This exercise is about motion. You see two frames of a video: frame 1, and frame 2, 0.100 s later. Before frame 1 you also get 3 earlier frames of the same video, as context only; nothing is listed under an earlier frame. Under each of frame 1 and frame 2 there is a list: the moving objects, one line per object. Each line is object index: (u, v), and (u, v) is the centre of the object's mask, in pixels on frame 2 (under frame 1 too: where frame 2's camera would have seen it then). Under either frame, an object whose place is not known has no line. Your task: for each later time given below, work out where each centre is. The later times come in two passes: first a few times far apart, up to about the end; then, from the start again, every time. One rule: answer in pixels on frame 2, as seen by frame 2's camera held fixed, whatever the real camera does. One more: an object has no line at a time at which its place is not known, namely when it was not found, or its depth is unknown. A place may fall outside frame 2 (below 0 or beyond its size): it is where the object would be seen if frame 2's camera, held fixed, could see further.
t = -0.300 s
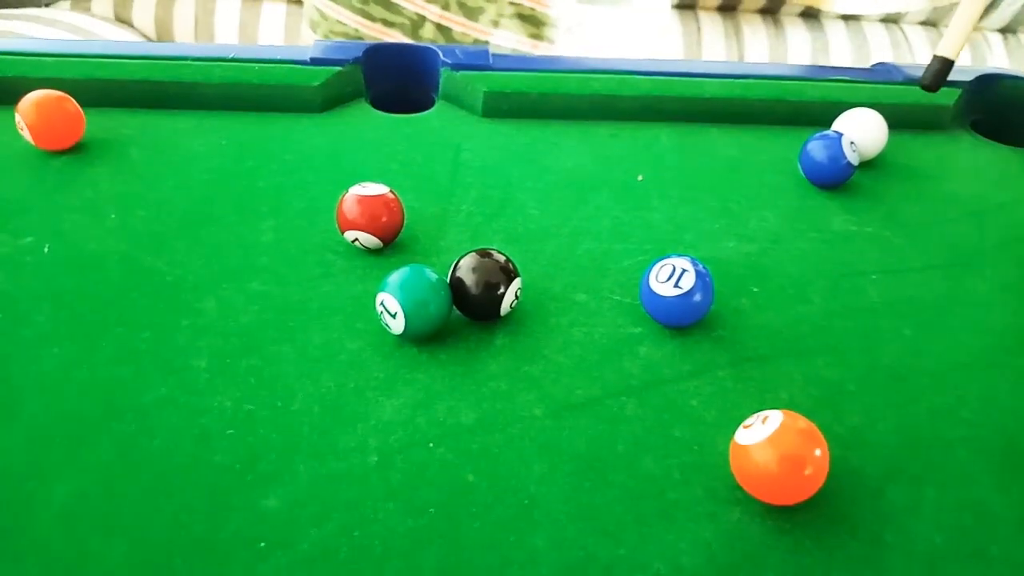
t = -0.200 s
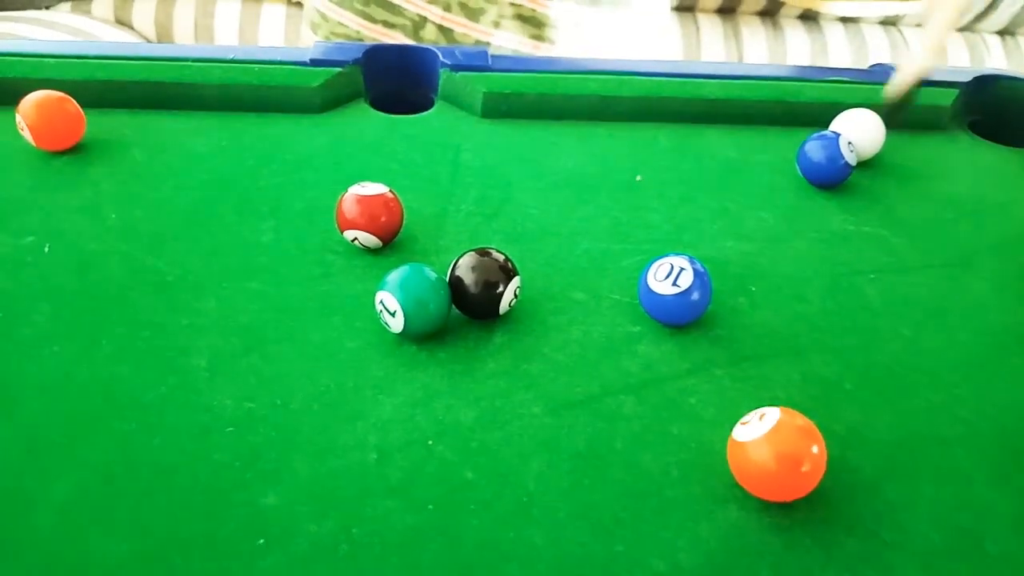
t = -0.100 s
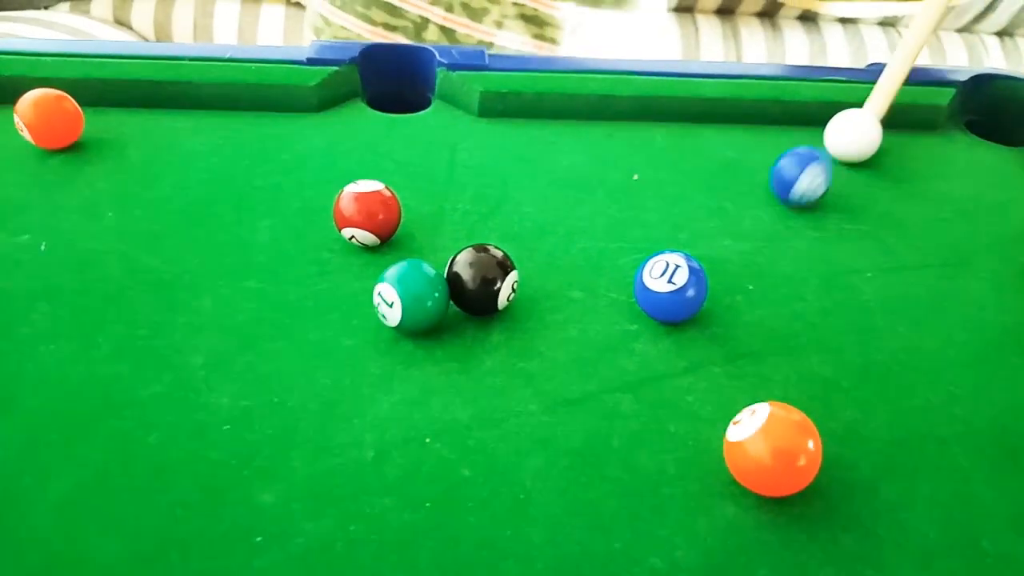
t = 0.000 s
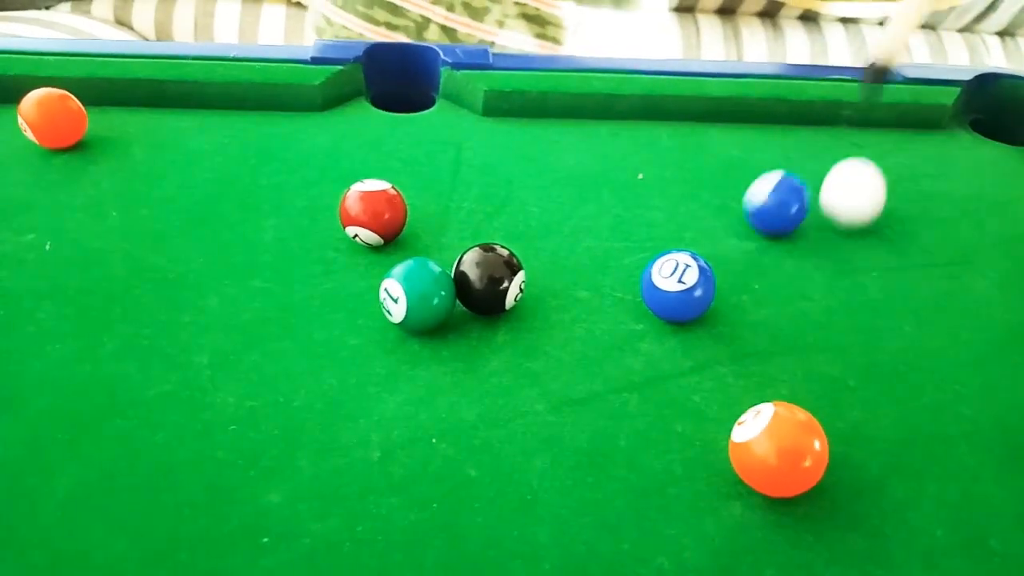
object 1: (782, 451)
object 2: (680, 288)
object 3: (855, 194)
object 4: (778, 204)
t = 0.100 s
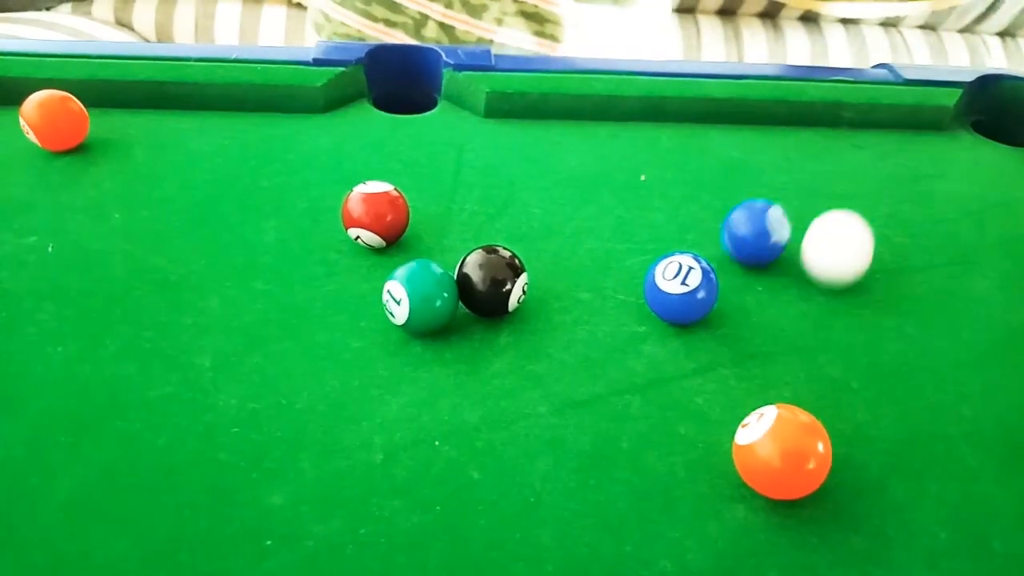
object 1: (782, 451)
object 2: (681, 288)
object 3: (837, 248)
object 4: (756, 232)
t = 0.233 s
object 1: (781, 451)
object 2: (679, 289)
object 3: (811, 323)
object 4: (734, 262)
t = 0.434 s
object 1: (770, 487)
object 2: (667, 297)
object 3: (778, 392)
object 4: (734, 270)
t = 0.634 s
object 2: (669, 295)
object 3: (746, 383)
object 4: (734, 270)
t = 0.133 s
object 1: (782, 451)
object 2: (681, 288)
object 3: (831, 266)
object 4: (748, 241)
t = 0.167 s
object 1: (781, 451)
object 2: (680, 288)
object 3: (824, 284)
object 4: (740, 249)
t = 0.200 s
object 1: (781, 451)
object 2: (680, 288)
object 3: (817, 304)
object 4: (736, 256)
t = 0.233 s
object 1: (781, 451)
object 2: (679, 289)
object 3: (811, 323)
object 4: (734, 262)
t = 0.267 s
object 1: (781, 451)
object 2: (673, 292)
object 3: (804, 341)
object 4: (733, 266)
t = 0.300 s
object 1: (781, 451)
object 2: (670, 294)
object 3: (797, 360)
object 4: (733, 268)
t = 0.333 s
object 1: (781, 452)
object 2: (667, 296)
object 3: (791, 373)
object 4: (733, 270)
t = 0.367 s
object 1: (778, 464)
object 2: (666, 297)
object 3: (785, 385)
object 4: (733, 270)
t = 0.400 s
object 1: (775, 477)
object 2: (666, 297)
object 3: (781, 390)
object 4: (733, 270)
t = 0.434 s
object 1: (770, 487)
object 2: (667, 297)
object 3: (778, 392)
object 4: (734, 270)
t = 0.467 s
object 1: (764, 495)
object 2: (667, 297)
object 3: (774, 392)
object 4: (734, 270)
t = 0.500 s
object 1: (759, 502)
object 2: (667, 296)
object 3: (770, 392)
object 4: (734, 270)
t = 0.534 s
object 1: (753, 506)
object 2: (668, 296)
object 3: (765, 391)
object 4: (734, 270)
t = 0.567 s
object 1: (750, 508)
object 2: (668, 296)
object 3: (760, 389)
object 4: (734, 270)
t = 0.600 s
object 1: (746, 507)
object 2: (668, 296)
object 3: (753, 387)
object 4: (734, 270)
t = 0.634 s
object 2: (669, 295)
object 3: (746, 383)
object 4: (734, 270)
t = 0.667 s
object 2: (669, 294)
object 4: (734, 270)
